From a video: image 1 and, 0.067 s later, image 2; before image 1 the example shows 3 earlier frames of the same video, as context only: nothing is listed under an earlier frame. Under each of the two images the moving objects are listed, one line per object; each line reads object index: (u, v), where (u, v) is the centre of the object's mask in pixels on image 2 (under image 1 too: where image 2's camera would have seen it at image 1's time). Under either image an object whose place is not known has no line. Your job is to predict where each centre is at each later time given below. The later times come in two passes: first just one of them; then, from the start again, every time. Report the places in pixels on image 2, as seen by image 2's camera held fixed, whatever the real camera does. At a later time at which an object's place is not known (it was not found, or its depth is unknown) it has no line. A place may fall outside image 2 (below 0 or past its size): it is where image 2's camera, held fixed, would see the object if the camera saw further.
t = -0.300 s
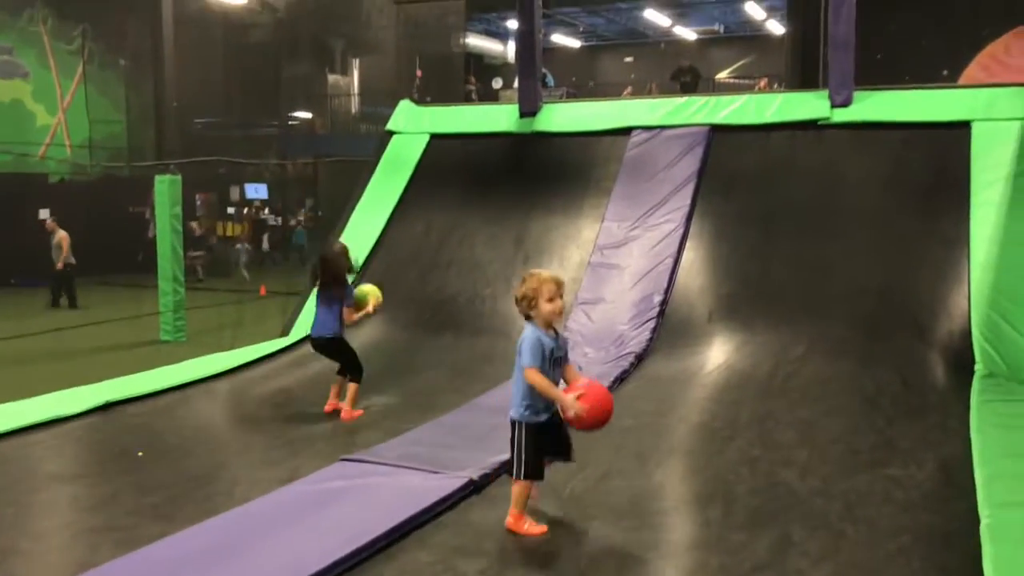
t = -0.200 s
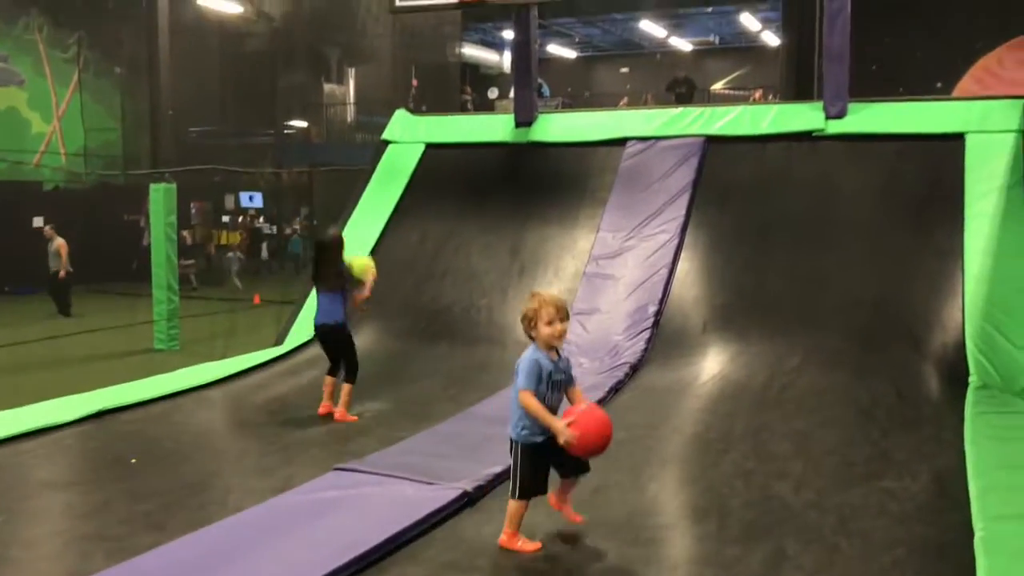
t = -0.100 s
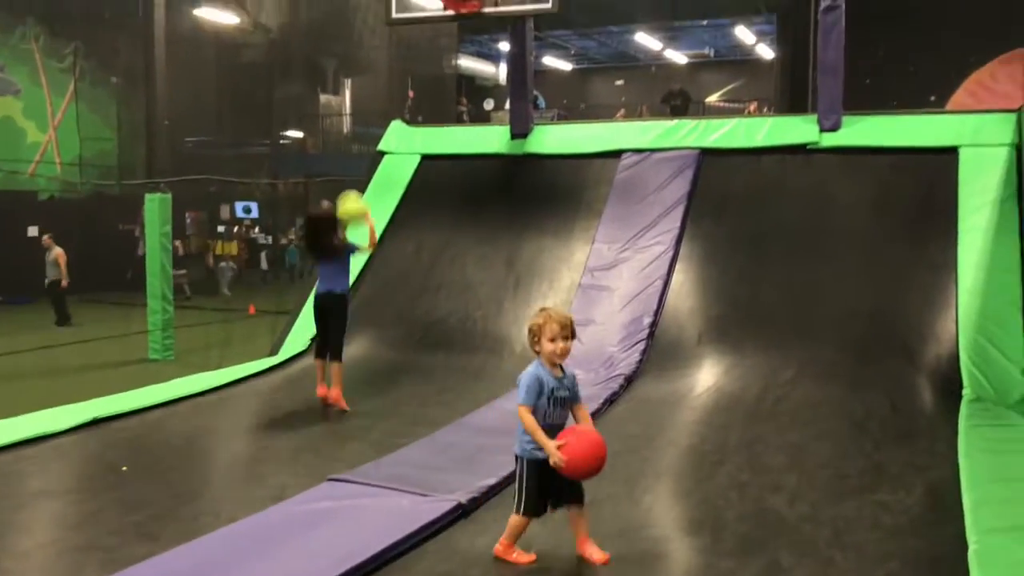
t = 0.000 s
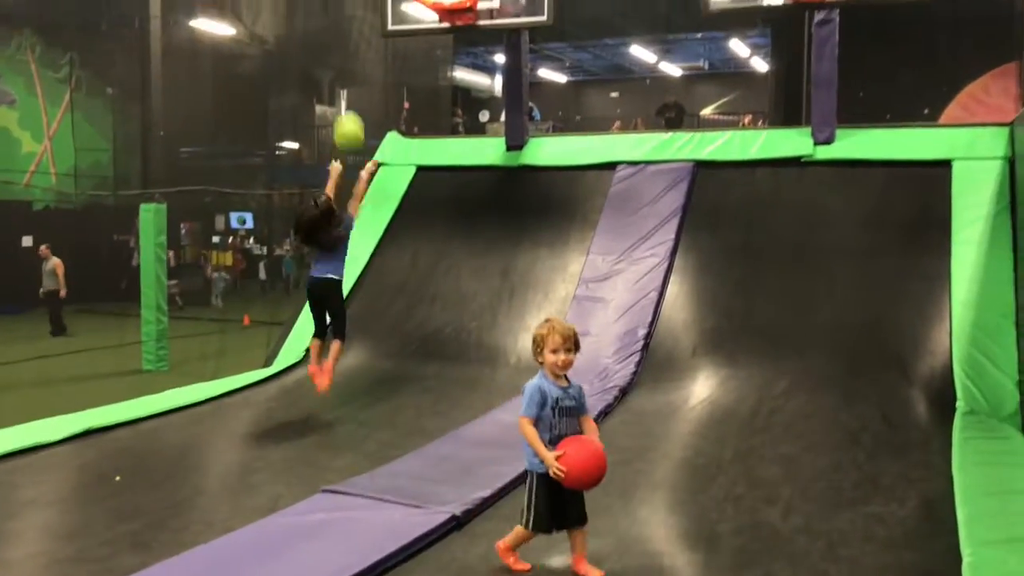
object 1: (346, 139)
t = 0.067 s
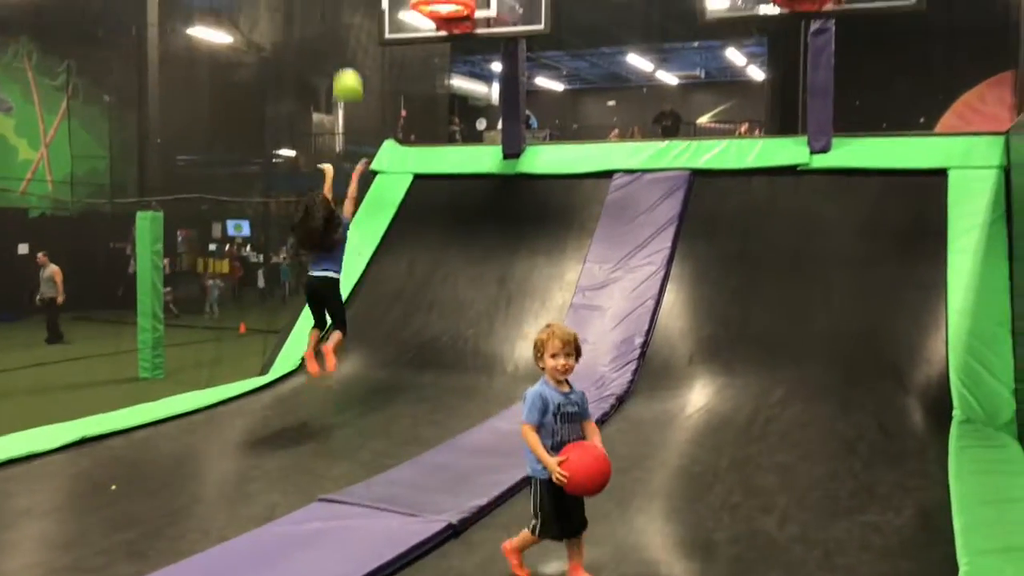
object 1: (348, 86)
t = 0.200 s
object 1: (352, 9)
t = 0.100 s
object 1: (349, 64)
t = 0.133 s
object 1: (349, 44)
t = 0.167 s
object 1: (350, 25)
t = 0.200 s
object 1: (352, 9)
